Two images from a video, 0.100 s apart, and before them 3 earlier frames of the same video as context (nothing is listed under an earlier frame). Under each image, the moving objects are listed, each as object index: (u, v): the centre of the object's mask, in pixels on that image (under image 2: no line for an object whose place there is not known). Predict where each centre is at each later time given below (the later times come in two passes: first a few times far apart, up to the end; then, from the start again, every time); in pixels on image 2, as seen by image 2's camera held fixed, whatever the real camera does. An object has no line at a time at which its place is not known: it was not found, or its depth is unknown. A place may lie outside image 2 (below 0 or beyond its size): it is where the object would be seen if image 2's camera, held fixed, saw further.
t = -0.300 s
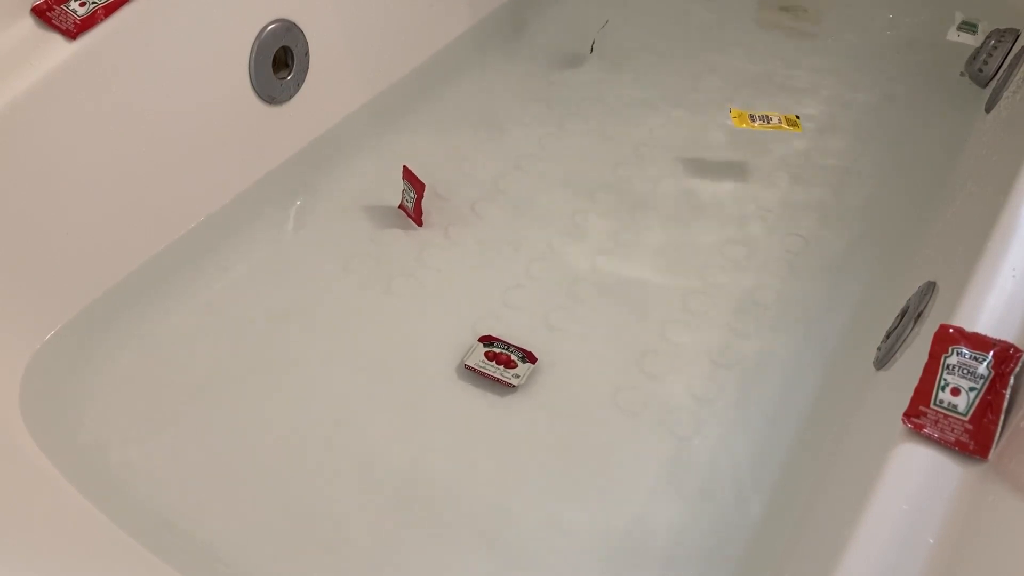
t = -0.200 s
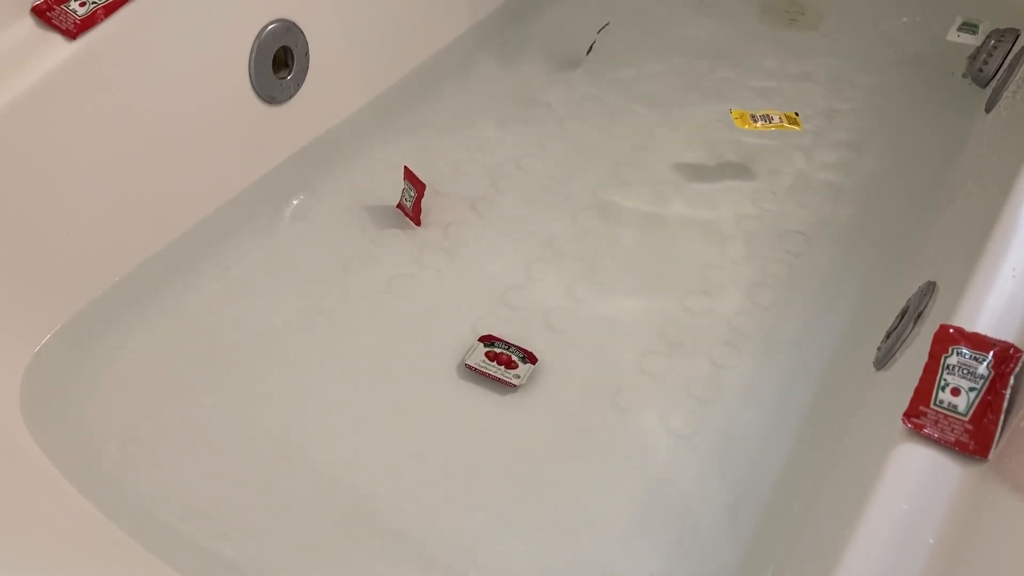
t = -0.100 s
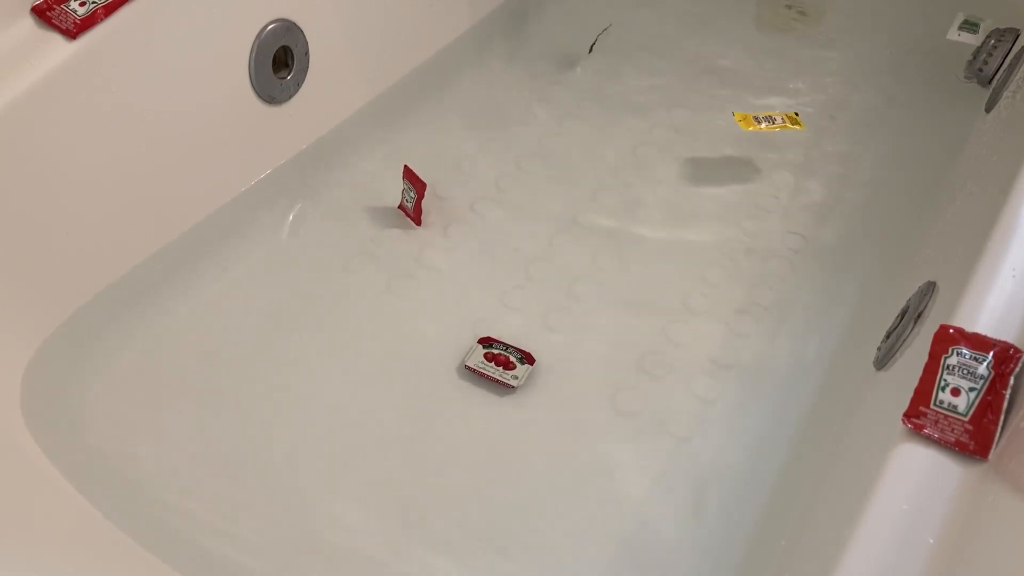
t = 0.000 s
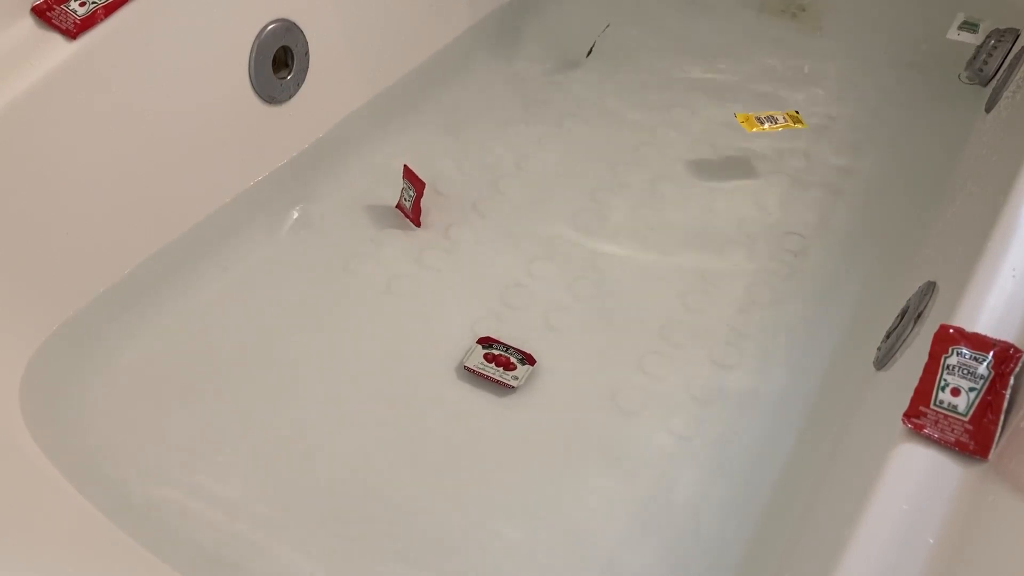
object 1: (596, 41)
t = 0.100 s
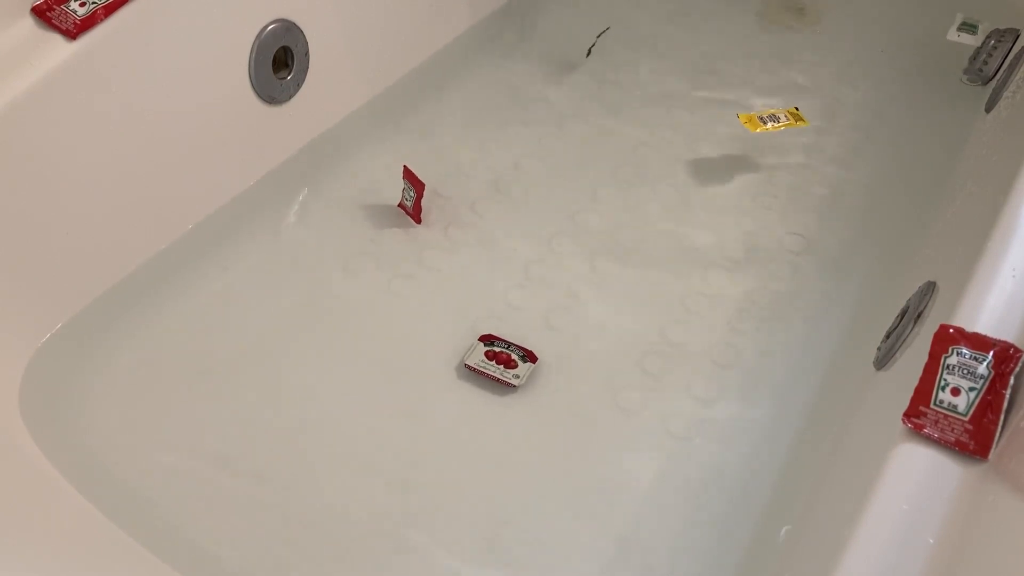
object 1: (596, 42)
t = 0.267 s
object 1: (595, 45)
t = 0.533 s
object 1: (594, 49)
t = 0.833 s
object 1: (590, 58)
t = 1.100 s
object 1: (588, 64)
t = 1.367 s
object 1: (585, 73)
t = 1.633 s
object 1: (586, 81)
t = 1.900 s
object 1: (587, 89)
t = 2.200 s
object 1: (592, 97)
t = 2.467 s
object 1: (597, 105)
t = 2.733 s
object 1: (603, 114)
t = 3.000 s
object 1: (612, 122)
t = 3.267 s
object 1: (620, 130)
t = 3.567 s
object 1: (628, 139)
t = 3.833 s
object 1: (635, 148)
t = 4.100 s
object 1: (643, 160)
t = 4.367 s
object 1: (652, 172)
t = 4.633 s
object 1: (663, 187)
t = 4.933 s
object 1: (677, 200)
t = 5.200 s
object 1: (689, 212)
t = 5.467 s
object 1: (702, 222)
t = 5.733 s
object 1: (715, 232)
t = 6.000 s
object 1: (728, 241)
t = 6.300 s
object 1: (742, 248)
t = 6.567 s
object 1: (754, 256)
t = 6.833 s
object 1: (766, 260)
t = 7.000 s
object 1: (773, 261)
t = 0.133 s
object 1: (596, 43)
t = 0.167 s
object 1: (596, 43)
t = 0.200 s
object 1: (597, 42)
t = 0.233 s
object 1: (596, 44)
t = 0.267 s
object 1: (595, 45)
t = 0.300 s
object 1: (595, 45)
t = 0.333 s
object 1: (594, 47)
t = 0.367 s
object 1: (594, 48)
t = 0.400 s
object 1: (593, 49)
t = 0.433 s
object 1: (596, 46)
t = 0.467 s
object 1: (595, 47)
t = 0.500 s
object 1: (595, 49)
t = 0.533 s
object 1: (594, 49)
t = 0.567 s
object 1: (593, 50)
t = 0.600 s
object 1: (592, 50)
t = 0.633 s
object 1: (591, 52)
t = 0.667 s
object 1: (591, 53)
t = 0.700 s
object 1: (591, 54)
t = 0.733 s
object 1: (593, 52)
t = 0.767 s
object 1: (592, 55)
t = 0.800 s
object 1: (591, 56)
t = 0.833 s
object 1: (590, 58)
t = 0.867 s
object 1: (589, 59)
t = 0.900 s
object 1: (589, 60)
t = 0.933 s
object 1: (588, 61)
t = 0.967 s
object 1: (587, 63)
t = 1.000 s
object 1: (587, 63)
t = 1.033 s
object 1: (588, 64)
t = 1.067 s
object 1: (589, 63)
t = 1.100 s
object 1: (588, 64)
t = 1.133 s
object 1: (587, 66)
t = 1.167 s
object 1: (587, 68)
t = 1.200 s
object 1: (586, 69)
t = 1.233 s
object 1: (586, 69)
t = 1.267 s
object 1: (586, 70)
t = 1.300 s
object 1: (586, 71)
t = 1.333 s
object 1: (585, 72)
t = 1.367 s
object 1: (585, 73)
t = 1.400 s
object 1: (585, 74)
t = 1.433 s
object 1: (585, 75)
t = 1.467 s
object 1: (585, 75)
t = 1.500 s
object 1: (585, 76)
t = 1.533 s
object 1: (586, 77)
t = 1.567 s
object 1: (586, 79)
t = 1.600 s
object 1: (586, 80)
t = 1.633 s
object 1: (586, 81)
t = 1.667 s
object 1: (586, 82)
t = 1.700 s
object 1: (586, 83)
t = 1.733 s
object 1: (587, 83)
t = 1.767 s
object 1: (587, 84)
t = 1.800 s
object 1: (587, 85)
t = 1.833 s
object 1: (586, 87)
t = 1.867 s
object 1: (586, 88)
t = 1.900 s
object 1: (587, 89)
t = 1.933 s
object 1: (588, 89)
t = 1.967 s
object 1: (589, 89)
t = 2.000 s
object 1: (589, 91)
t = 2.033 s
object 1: (589, 92)
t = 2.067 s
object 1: (589, 94)
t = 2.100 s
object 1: (589, 95)
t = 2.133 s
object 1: (590, 96)
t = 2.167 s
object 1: (591, 97)
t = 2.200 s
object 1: (592, 97)
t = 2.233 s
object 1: (592, 98)
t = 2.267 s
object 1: (592, 99)
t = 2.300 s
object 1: (593, 101)
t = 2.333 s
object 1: (593, 102)
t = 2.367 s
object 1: (594, 104)
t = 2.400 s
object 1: (595, 104)
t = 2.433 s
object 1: (596, 104)
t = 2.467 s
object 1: (597, 105)
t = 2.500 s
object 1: (598, 106)
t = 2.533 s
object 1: (598, 107)
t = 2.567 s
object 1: (598, 109)
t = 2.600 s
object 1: (599, 111)
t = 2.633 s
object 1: (600, 112)
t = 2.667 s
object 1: (601, 112)
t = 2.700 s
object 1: (602, 113)
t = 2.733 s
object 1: (603, 114)
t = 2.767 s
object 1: (604, 115)
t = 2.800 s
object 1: (605, 115)
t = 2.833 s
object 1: (606, 117)
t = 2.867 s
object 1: (607, 118)
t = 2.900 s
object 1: (609, 119)
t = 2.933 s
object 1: (610, 120)
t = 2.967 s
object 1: (611, 120)
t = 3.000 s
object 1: (612, 122)
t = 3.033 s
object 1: (612, 123)
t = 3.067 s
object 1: (613, 124)
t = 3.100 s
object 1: (614, 125)
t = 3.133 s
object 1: (615, 125)
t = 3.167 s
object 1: (617, 126)
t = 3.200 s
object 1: (618, 127)
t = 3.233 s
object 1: (619, 128)
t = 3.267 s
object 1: (620, 130)
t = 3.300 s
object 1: (620, 131)
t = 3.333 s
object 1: (621, 133)
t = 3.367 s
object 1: (622, 133)
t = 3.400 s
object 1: (623, 134)
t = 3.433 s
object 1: (624, 134)
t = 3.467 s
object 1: (625, 135)
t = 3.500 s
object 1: (626, 136)
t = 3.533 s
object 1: (627, 137)
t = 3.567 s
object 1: (628, 139)
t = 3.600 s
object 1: (629, 141)
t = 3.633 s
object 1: (629, 142)
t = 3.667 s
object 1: (630, 143)
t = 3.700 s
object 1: (631, 145)
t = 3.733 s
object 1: (632, 146)
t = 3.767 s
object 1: (633, 147)
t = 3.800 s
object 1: (634, 148)
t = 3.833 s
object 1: (635, 148)
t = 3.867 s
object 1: (636, 150)
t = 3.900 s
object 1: (637, 152)
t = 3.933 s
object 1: (637, 153)
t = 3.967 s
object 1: (638, 155)
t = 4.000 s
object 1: (640, 157)
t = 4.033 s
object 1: (641, 157)
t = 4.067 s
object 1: (642, 158)
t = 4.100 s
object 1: (643, 160)
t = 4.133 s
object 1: (644, 162)
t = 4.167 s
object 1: (645, 163)
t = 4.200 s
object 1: (646, 165)
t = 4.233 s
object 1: (647, 167)
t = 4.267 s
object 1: (649, 168)
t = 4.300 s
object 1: (650, 170)
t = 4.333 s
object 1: (651, 171)
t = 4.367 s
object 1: (652, 172)
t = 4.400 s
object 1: (654, 174)
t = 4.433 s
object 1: (655, 176)
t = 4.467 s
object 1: (656, 177)
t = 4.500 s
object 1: (658, 179)
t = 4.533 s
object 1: (659, 180)
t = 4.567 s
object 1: (660, 183)
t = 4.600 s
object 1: (662, 185)
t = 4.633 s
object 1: (663, 187)
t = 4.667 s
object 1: (665, 187)
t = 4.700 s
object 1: (666, 188)
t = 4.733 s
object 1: (668, 190)
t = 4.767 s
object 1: (669, 191)
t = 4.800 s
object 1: (671, 193)
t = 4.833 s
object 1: (673, 195)
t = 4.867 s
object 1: (674, 197)
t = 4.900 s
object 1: (676, 198)
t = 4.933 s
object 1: (677, 200)
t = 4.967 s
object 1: (678, 201)
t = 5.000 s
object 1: (680, 202)
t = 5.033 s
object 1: (682, 203)
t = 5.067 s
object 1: (684, 204)
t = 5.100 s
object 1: (685, 206)
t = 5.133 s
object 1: (687, 208)
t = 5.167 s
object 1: (688, 210)
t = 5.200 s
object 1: (689, 212)
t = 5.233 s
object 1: (691, 213)
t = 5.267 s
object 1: (692, 214)
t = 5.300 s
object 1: (694, 215)
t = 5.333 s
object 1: (696, 217)
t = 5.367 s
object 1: (698, 218)
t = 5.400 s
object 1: (700, 219)
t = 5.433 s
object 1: (701, 220)
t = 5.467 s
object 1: (702, 222)
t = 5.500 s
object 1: (704, 224)
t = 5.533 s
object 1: (705, 225)
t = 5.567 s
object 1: (707, 226)
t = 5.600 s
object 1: (709, 228)
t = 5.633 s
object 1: (711, 228)
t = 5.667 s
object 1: (712, 229)
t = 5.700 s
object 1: (714, 231)
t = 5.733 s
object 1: (715, 232)
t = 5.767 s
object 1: (717, 234)
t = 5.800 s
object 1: (719, 235)
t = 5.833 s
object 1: (721, 236)
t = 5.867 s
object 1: (723, 237)
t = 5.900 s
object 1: (724, 238)
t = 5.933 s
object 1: (725, 239)
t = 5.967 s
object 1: (727, 240)
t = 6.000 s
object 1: (728, 241)
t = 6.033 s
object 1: (730, 241)
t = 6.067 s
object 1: (732, 242)
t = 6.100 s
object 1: (734, 243)
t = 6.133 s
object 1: (735, 244)
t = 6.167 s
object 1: (736, 245)
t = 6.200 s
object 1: (738, 246)
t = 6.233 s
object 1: (739, 247)
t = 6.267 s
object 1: (741, 248)
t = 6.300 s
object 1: (742, 248)
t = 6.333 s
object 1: (744, 249)
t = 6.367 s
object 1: (746, 250)
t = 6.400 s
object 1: (747, 251)
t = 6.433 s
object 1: (748, 251)
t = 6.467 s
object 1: (750, 252)
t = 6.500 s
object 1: (752, 254)
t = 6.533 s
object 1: (753, 255)
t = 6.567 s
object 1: (754, 256)
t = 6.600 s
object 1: (755, 257)
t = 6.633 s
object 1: (757, 257)
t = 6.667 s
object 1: (758, 257)
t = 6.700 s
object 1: (760, 257)
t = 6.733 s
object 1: (762, 257)
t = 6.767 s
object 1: (764, 257)
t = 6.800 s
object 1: (765, 259)
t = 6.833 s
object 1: (766, 260)
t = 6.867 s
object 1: (767, 260)
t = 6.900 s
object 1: (768, 260)
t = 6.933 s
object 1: (769, 261)
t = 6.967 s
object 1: (771, 261)
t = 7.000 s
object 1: (773, 261)
